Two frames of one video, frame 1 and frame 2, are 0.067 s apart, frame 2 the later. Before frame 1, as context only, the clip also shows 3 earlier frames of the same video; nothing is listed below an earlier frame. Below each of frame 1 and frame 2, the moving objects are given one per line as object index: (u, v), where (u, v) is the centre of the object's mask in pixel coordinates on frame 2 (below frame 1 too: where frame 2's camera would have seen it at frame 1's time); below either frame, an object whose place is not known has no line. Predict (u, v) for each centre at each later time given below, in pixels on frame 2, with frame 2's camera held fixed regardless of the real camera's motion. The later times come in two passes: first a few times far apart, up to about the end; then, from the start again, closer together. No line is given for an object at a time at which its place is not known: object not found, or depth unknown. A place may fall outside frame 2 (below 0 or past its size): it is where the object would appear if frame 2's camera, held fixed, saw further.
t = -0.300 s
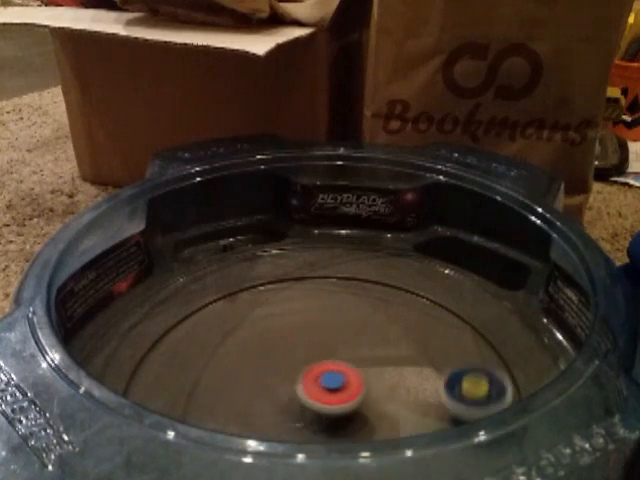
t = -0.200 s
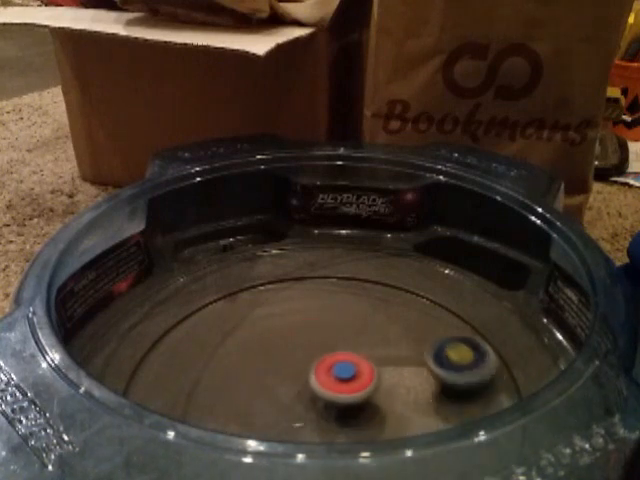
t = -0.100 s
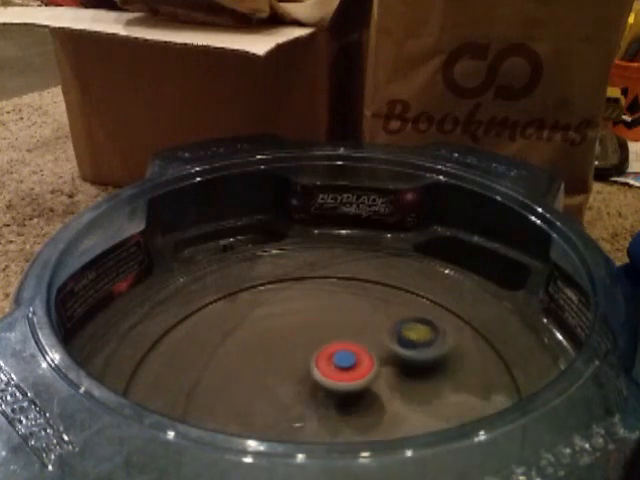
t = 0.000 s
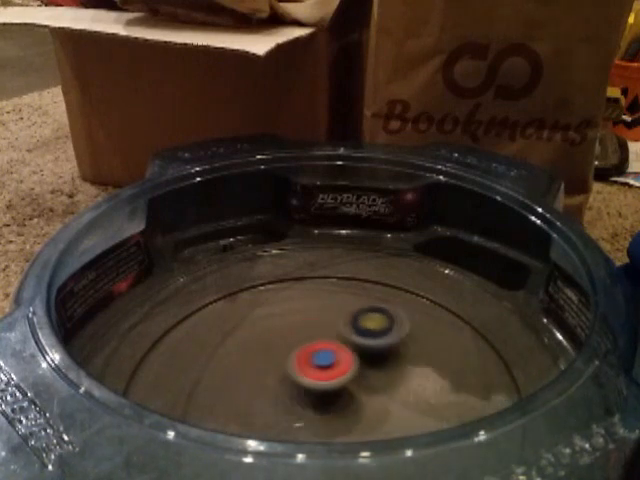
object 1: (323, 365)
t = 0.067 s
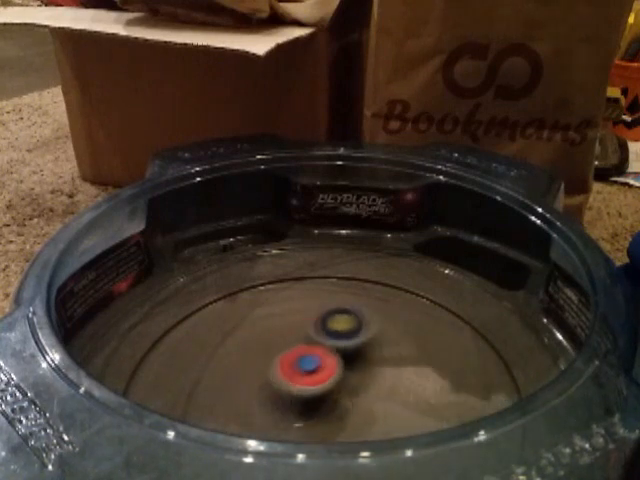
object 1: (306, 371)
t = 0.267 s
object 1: (280, 413)
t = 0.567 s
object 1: (419, 425)
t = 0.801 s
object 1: (415, 373)
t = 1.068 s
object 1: (306, 321)
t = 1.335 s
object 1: (202, 357)
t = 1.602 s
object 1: (275, 425)
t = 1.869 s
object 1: (452, 416)
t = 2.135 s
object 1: (420, 346)
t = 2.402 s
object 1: (348, 331)
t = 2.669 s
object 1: (298, 348)
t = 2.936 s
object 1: (299, 392)
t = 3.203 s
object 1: (264, 407)
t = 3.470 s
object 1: (265, 421)
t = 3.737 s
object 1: (291, 412)
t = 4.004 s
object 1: (492, 429)
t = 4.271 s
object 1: (448, 372)
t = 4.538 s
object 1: (349, 390)
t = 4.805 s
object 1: (359, 433)
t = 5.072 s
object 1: (357, 424)
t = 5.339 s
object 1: (282, 393)
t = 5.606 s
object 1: (220, 384)
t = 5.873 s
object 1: (254, 388)
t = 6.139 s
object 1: (312, 353)
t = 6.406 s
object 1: (324, 327)
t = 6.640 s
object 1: (324, 349)
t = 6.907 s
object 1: (364, 389)
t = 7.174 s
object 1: (394, 398)
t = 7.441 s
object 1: (355, 401)
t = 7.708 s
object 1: (294, 412)
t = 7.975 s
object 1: (267, 411)
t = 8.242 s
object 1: (263, 382)
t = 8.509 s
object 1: (270, 364)
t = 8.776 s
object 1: (304, 355)
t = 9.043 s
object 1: (331, 353)
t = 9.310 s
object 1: (355, 371)
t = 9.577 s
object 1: (366, 394)
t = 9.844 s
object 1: (351, 408)
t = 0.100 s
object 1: (295, 379)
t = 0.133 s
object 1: (286, 387)
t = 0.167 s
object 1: (281, 395)
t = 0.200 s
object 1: (277, 401)
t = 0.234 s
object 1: (277, 408)
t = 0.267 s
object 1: (280, 413)
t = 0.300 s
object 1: (284, 417)
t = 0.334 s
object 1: (289, 420)
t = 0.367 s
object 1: (299, 425)
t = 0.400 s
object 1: (324, 433)
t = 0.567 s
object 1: (419, 425)
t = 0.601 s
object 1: (432, 418)
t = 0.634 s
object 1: (438, 413)
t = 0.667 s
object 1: (441, 407)
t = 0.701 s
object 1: (440, 398)
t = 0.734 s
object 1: (433, 390)
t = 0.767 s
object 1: (425, 381)
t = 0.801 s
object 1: (415, 373)
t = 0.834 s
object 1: (401, 367)
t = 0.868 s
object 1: (385, 361)
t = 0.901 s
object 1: (368, 357)
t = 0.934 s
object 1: (355, 349)
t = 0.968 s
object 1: (346, 337)
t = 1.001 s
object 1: (335, 328)
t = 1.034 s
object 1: (323, 323)
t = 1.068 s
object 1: (306, 321)
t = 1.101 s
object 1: (288, 320)
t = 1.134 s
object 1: (271, 321)
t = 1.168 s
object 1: (255, 323)
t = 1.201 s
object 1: (240, 327)
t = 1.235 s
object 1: (227, 333)
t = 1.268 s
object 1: (217, 339)
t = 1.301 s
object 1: (208, 348)
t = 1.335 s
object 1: (202, 357)
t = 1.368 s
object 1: (199, 368)
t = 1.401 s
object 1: (200, 378)
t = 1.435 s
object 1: (205, 389)
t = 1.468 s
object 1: (213, 398)
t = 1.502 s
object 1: (225, 406)
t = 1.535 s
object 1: (241, 413)
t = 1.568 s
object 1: (260, 418)
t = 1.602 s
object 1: (275, 425)
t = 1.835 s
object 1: (454, 460)
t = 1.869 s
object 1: (452, 416)
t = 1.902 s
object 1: (465, 408)
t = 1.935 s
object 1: (469, 401)
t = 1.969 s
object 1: (471, 393)
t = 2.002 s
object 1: (468, 384)
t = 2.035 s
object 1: (461, 372)
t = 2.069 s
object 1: (450, 362)
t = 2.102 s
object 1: (436, 353)
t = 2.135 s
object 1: (420, 346)
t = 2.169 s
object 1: (403, 341)
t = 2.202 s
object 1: (401, 335)
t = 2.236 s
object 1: (398, 331)
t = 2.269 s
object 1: (391, 329)
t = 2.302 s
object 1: (382, 327)
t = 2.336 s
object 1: (371, 327)
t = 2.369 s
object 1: (360, 328)
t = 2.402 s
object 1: (348, 331)
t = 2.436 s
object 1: (336, 335)
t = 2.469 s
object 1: (324, 341)
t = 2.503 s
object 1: (313, 348)
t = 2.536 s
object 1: (307, 351)
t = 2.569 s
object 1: (309, 345)
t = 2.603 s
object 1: (307, 344)
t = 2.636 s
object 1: (303, 345)
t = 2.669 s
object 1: (298, 348)
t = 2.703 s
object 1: (292, 353)
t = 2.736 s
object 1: (288, 358)
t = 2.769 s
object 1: (286, 363)
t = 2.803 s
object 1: (286, 369)
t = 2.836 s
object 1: (288, 376)
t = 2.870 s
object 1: (291, 382)
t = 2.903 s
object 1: (294, 388)
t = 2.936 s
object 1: (299, 392)
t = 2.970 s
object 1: (305, 397)
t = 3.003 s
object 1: (312, 401)
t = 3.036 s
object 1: (318, 404)
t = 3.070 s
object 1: (324, 407)
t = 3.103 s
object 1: (309, 407)
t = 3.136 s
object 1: (288, 406)
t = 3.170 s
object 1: (273, 406)
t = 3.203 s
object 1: (264, 407)
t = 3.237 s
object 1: (259, 410)
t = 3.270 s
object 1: (256, 412)
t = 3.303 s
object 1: (255, 415)
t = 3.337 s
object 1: (255, 417)
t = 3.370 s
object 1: (257, 418)
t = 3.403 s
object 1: (259, 420)
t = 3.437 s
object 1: (262, 420)
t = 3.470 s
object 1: (265, 421)
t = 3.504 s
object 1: (267, 421)
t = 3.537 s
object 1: (270, 420)
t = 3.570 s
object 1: (272, 420)
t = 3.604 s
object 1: (276, 419)
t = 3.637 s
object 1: (280, 418)
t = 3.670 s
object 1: (283, 417)
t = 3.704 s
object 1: (287, 414)
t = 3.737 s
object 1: (291, 412)
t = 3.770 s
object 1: (316, 416)
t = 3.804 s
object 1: (370, 428)
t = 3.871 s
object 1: (480, 462)
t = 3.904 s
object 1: (499, 457)
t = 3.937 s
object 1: (500, 449)
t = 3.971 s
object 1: (495, 444)
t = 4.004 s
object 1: (492, 429)
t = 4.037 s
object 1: (488, 417)
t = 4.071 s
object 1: (479, 398)
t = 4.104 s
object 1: (477, 394)
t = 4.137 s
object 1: (474, 389)
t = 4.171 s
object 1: (470, 384)
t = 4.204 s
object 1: (464, 379)
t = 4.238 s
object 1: (457, 375)
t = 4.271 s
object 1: (448, 372)
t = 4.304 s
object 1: (440, 371)
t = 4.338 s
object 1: (429, 371)
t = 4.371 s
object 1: (417, 372)
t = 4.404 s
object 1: (403, 374)
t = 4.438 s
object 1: (390, 376)
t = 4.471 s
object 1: (375, 381)
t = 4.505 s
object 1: (362, 386)
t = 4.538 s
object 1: (349, 390)
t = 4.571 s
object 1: (336, 397)
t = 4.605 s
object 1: (323, 403)
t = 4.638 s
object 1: (326, 412)
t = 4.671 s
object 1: (339, 421)
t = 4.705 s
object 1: (348, 427)
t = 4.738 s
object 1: (352, 430)
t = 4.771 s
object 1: (356, 432)
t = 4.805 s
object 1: (359, 433)
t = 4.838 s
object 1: (363, 434)
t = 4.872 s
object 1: (365, 434)
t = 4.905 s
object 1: (368, 434)
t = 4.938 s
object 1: (370, 433)
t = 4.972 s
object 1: (371, 431)
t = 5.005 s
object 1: (369, 429)
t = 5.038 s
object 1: (365, 426)
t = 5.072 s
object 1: (357, 424)
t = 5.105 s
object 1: (350, 421)
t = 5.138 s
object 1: (342, 418)
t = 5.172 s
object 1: (334, 414)
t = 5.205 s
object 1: (324, 410)
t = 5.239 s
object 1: (314, 405)
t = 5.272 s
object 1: (304, 401)
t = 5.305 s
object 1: (292, 397)
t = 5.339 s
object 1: (282, 393)
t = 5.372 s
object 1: (271, 389)
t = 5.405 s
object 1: (260, 386)
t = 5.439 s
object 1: (249, 384)
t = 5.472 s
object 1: (241, 384)
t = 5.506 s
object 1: (234, 384)
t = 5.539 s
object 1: (228, 384)
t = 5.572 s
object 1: (223, 384)
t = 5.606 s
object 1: (220, 384)
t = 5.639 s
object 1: (218, 385)
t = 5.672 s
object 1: (217, 386)
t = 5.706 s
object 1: (218, 388)
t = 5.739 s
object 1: (223, 389)
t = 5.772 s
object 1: (229, 389)
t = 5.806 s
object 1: (237, 389)
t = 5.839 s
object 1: (246, 388)
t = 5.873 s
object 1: (254, 388)
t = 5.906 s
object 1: (262, 386)
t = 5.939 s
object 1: (270, 383)
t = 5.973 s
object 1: (278, 378)
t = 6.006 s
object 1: (287, 374)
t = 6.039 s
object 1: (293, 369)
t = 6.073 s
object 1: (300, 364)
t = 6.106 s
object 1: (307, 359)
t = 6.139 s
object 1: (312, 353)
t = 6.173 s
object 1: (316, 349)
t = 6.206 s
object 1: (320, 345)
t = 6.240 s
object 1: (322, 341)
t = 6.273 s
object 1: (324, 337)
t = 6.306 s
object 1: (325, 333)
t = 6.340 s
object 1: (326, 330)
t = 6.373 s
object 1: (325, 328)
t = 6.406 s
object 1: (324, 327)
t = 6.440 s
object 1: (323, 327)
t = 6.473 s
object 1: (322, 328)
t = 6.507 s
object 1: (322, 330)
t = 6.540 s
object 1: (321, 334)
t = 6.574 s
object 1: (321, 339)
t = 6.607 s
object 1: (322, 344)
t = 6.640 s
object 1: (324, 349)
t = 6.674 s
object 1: (328, 355)
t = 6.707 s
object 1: (332, 360)
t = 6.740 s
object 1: (337, 366)
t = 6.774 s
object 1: (342, 371)
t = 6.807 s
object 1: (348, 376)
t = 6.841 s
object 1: (354, 381)
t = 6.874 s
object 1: (359, 385)
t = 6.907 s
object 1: (364, 389)
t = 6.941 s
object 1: (370, 392)
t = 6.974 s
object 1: (375, 394)
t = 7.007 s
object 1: (381, 395)
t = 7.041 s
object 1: (386, 397)
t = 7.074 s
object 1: (390, 398)
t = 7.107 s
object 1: (392, 398)
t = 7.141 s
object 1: (393, 398)
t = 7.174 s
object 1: (394, 398)
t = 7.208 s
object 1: (393, 398)
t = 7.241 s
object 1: (390, 398)
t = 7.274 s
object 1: (386, 398)
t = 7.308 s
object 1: (381, 399)
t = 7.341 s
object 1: (376, 399)
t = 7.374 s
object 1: (369, 400)
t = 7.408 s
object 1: (362, 400)
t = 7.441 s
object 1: (355, 401)
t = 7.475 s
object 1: (346, 403)
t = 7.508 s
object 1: (337, 405)
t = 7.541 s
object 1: (329, 407)
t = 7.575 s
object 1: (321, 408)
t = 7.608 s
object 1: (314, 410)
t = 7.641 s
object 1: (308, 411)
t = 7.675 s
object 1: (301, 412)
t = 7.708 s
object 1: (294, 412)
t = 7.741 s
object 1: (289, 413)
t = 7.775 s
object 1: (283, 413)
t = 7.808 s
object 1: (279, 413)
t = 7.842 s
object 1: (275, 413)
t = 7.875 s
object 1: (271, 414)
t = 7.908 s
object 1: (270, 413)
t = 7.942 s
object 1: (268, 412)
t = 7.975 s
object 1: (267, 411)
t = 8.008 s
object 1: (266, 408)
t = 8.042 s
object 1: (267, 406)
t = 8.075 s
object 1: (267, 402)
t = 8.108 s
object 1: (268, 398)
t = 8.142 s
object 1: (268, 393)
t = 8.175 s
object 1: (266, 388)
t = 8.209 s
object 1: (264, 385)
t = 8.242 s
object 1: (263, 382)
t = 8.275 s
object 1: (263, 379)
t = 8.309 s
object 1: (263, 377)
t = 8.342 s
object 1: (264, 374)
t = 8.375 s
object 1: (265, 372)
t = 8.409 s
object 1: (265, 370)
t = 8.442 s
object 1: (266, 368)
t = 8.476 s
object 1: (268, 366)
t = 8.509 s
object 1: (270, 364)
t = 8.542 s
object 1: (273, 364)
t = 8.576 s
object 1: (277, 363)
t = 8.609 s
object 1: (281, 362)
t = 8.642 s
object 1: (286, 361)
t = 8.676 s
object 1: (290, 360)
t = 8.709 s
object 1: (296, 359)
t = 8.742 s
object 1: (300, 357)
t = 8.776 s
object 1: (304, 355)
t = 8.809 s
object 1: (309, 353)
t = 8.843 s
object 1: (312, 352)
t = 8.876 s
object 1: (316, 351)
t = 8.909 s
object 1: (319, 351)
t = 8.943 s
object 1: (322, 350)
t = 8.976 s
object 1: (325, 351)
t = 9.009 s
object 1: (328, 351)
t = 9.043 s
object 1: (331, 353)
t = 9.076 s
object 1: (335, 354)
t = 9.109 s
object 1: (338, 355)
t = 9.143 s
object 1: (341, 357)
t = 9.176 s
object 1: (344, 359)
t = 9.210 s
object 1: (347, 362)
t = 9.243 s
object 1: (350, 365)
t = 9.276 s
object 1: (353, 368)
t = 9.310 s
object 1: (355, 371)
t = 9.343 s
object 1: (358, 374)
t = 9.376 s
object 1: (359, 377)
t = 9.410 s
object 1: (361, 380)
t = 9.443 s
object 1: (363, 383)
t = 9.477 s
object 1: (364, 387)
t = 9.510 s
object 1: (365, 390)
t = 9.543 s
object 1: (366, 393)
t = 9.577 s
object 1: (366, 394)
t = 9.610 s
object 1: (366, 396)
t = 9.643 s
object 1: (365, 397)
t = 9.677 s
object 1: (364, 399)
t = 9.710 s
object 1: (363, 401)
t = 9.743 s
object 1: (361, 402)
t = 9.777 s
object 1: (357, 404)
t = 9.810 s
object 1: (352, 406)
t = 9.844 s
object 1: (351, 408)
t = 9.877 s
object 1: (351, 410)
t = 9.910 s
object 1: (350, 412)
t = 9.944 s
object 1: (348, 413)
